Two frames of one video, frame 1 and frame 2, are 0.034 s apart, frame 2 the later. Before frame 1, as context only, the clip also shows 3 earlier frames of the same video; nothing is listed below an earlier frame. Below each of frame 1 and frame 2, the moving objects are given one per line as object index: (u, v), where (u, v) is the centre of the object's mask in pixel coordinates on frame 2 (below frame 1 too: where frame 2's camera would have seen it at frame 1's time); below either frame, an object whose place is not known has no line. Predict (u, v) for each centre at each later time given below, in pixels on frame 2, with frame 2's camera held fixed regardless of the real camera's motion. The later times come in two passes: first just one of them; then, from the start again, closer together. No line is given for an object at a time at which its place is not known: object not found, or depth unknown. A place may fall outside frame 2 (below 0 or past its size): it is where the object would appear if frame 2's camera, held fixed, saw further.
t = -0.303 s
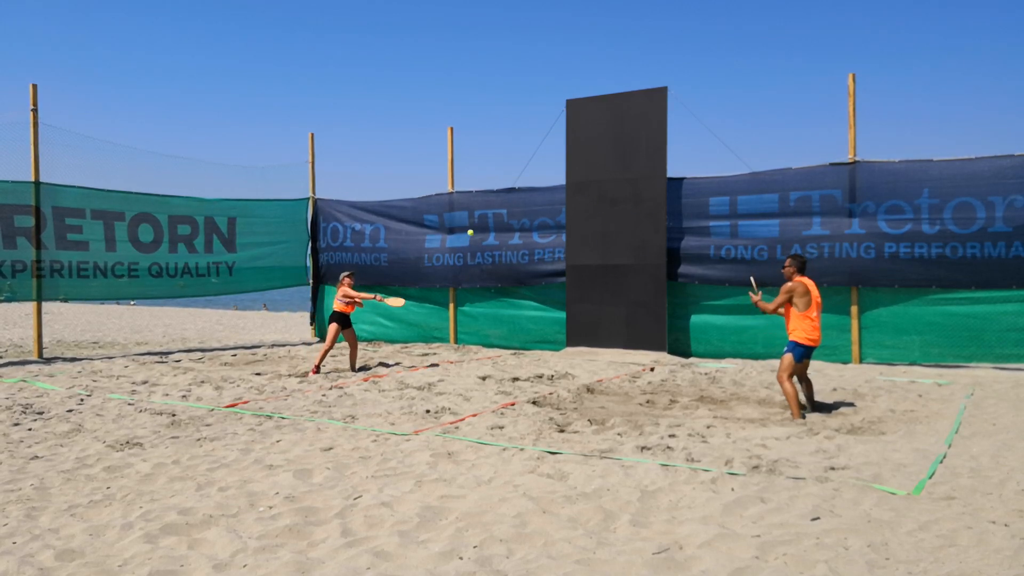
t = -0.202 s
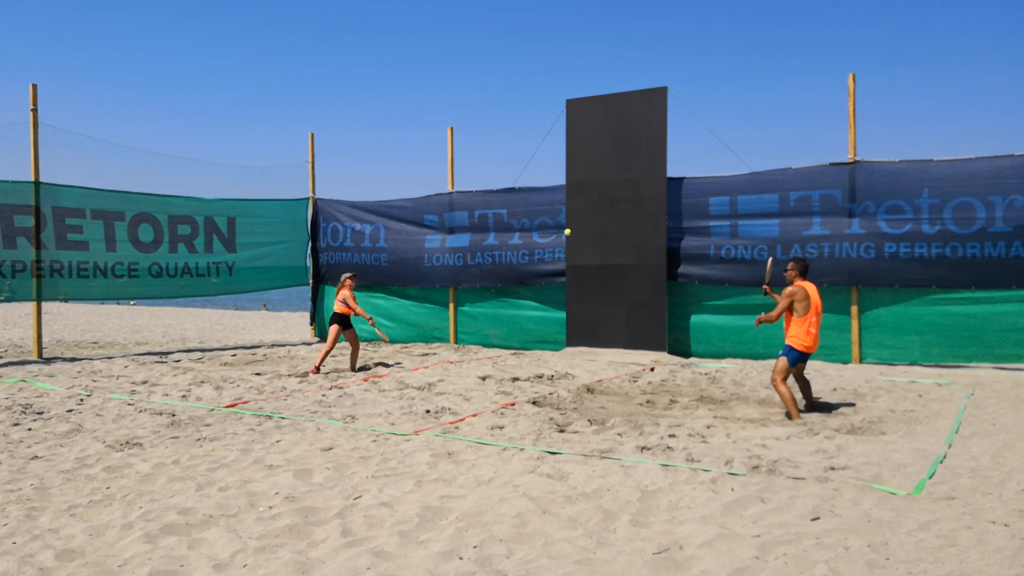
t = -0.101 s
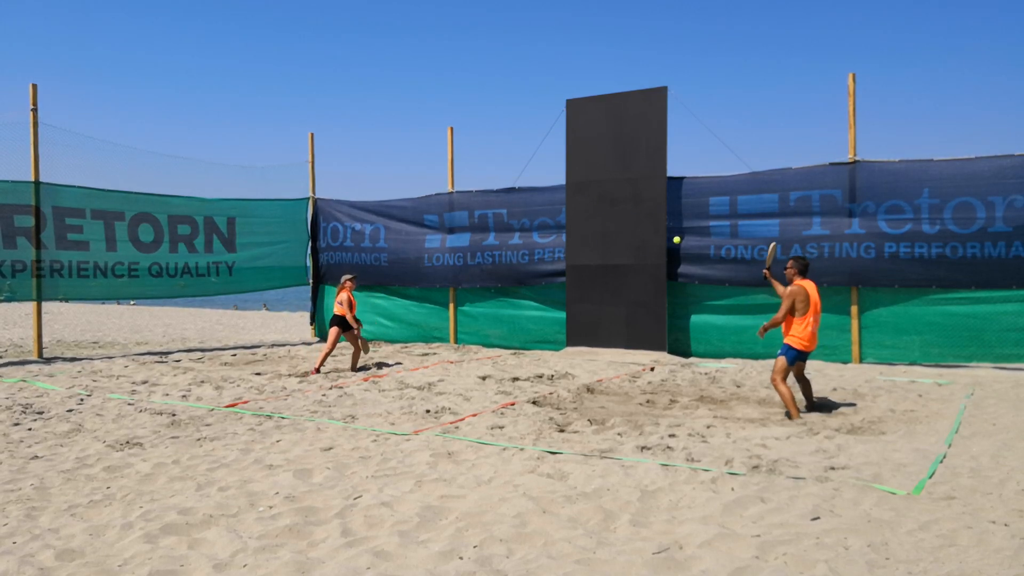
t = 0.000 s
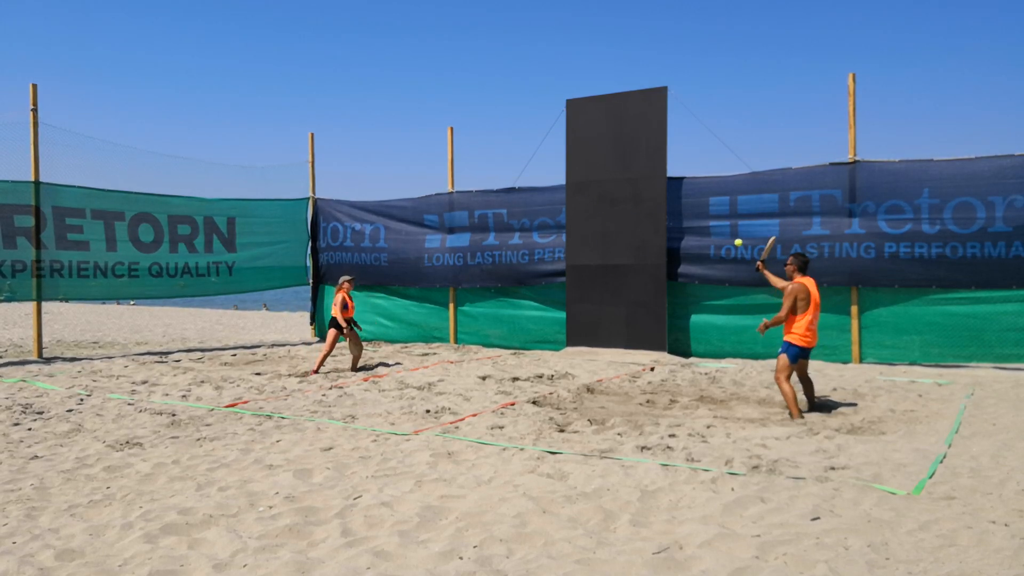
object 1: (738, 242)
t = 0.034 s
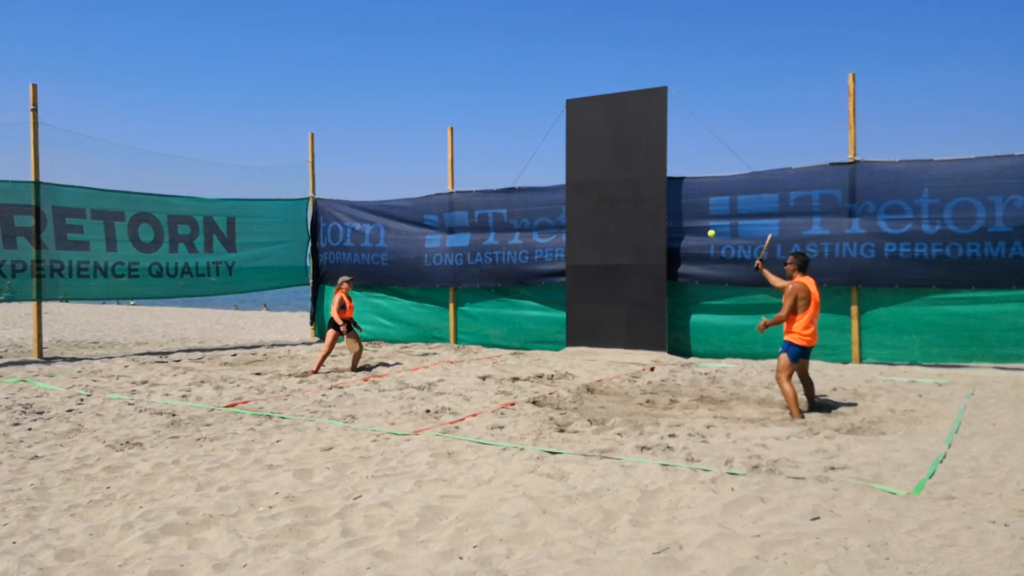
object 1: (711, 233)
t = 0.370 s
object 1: (491, 206)
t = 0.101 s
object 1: (661, 219)
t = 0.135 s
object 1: (636, 214)
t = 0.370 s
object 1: (491, 206)
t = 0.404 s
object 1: (473, 208)
